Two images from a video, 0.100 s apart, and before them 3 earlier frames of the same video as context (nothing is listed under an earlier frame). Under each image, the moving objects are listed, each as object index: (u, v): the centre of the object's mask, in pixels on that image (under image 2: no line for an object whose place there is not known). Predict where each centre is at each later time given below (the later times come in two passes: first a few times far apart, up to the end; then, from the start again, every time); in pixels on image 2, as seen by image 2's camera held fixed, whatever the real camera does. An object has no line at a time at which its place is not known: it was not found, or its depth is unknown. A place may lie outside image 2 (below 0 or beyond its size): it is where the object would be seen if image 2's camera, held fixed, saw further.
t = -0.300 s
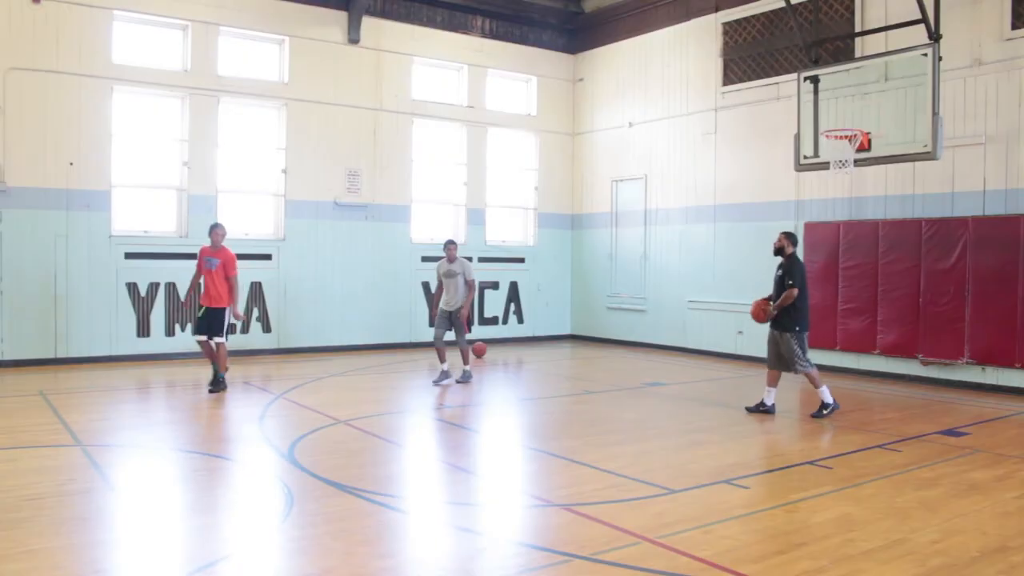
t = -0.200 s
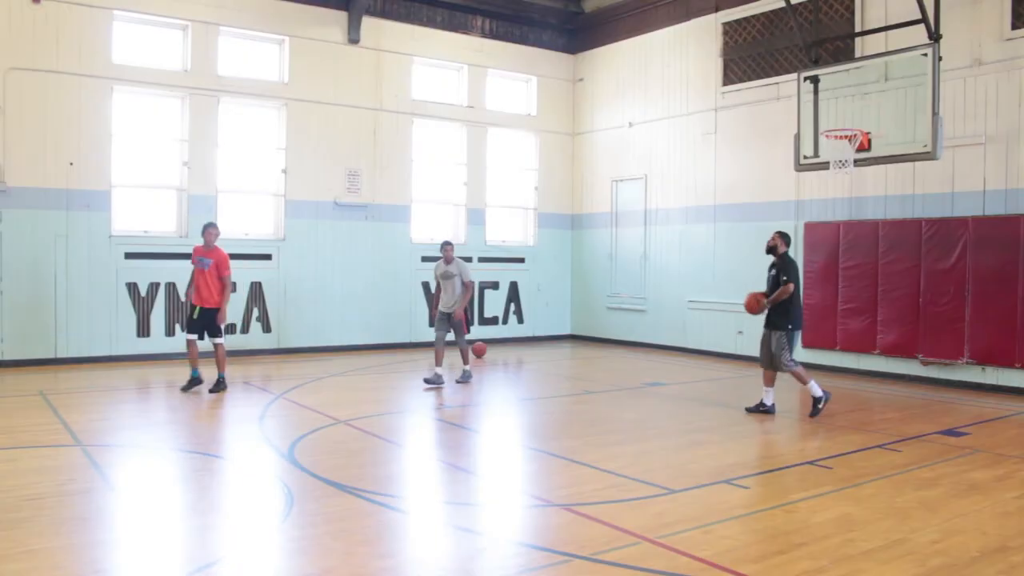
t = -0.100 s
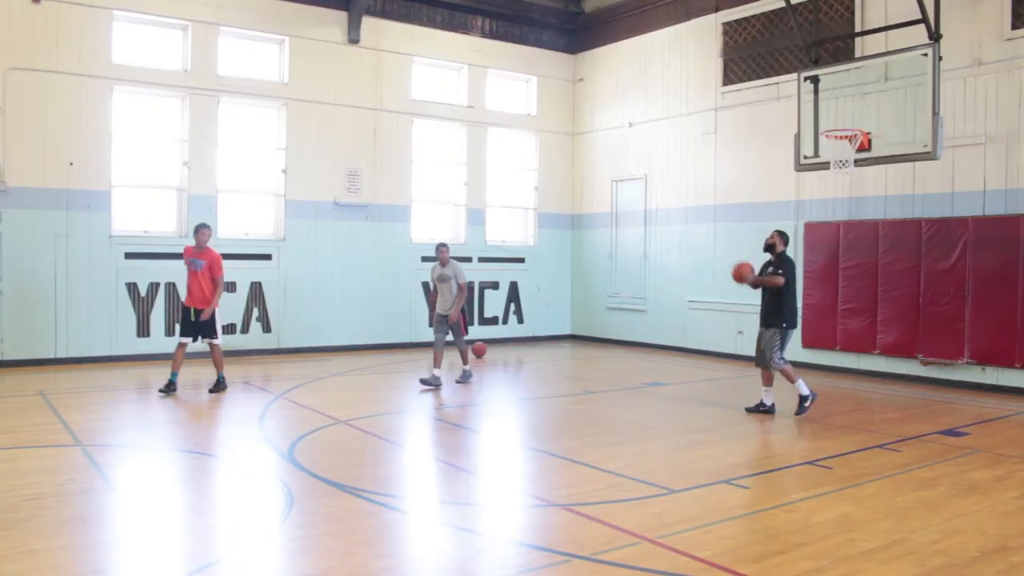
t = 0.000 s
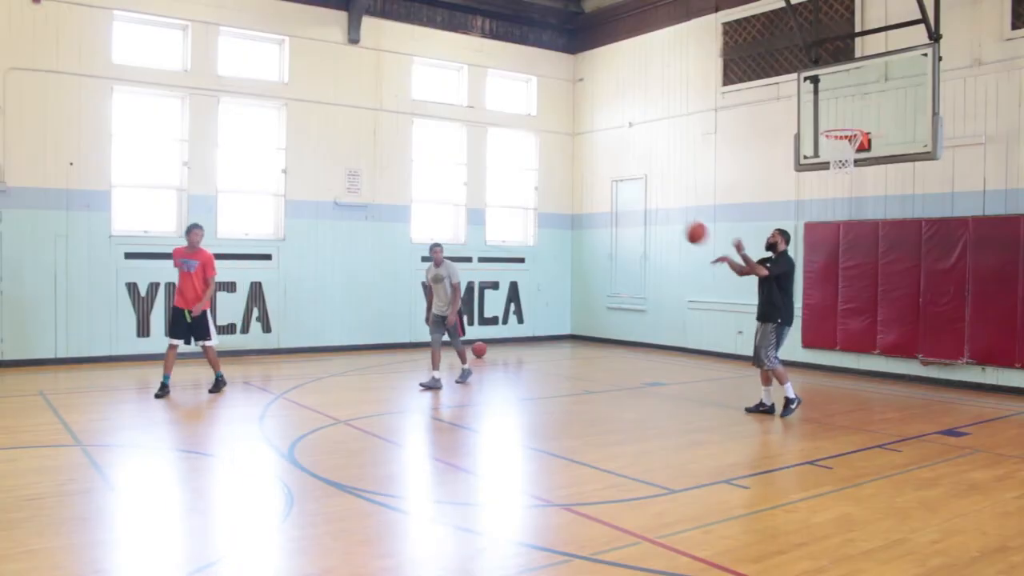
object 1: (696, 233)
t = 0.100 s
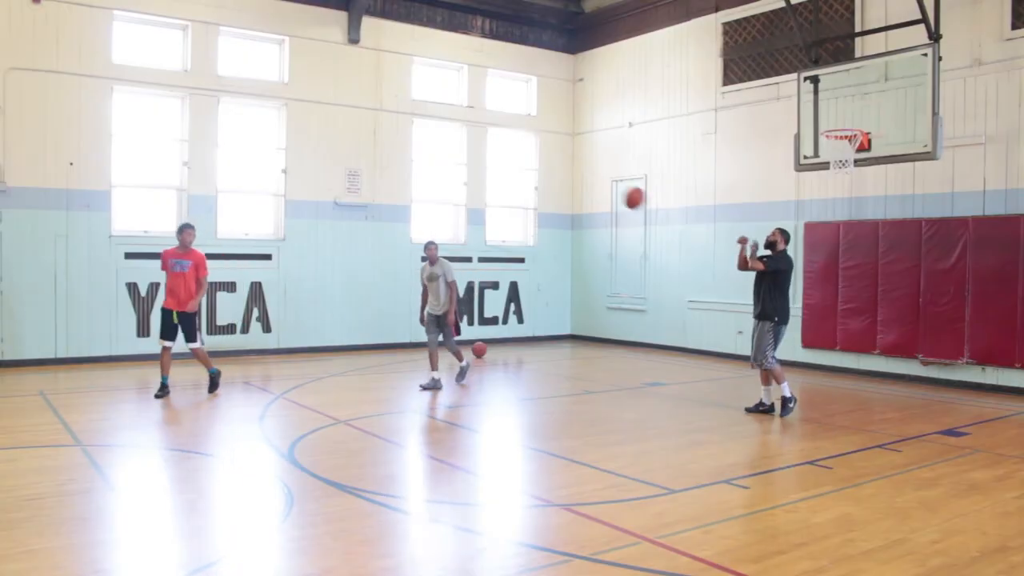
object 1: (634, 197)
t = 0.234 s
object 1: (550, 165)
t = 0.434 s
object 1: (423, 148)
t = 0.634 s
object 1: (297, 169)
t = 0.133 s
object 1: (612, 188)
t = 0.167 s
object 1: (592, 179)
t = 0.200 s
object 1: (571, 171)
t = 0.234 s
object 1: (550, 165)
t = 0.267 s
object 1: (530, 160)
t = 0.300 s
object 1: (507, 155)
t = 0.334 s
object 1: (485, 151)
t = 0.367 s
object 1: (466, 149)
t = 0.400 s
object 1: (444, 148)
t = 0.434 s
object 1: (423, 148)
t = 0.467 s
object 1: (401, 148)
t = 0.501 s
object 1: (380, 151)
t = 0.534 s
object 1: (360, 153)
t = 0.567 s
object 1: (339, 157)
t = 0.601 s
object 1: (318, 163)
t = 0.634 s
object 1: (297, 169)
